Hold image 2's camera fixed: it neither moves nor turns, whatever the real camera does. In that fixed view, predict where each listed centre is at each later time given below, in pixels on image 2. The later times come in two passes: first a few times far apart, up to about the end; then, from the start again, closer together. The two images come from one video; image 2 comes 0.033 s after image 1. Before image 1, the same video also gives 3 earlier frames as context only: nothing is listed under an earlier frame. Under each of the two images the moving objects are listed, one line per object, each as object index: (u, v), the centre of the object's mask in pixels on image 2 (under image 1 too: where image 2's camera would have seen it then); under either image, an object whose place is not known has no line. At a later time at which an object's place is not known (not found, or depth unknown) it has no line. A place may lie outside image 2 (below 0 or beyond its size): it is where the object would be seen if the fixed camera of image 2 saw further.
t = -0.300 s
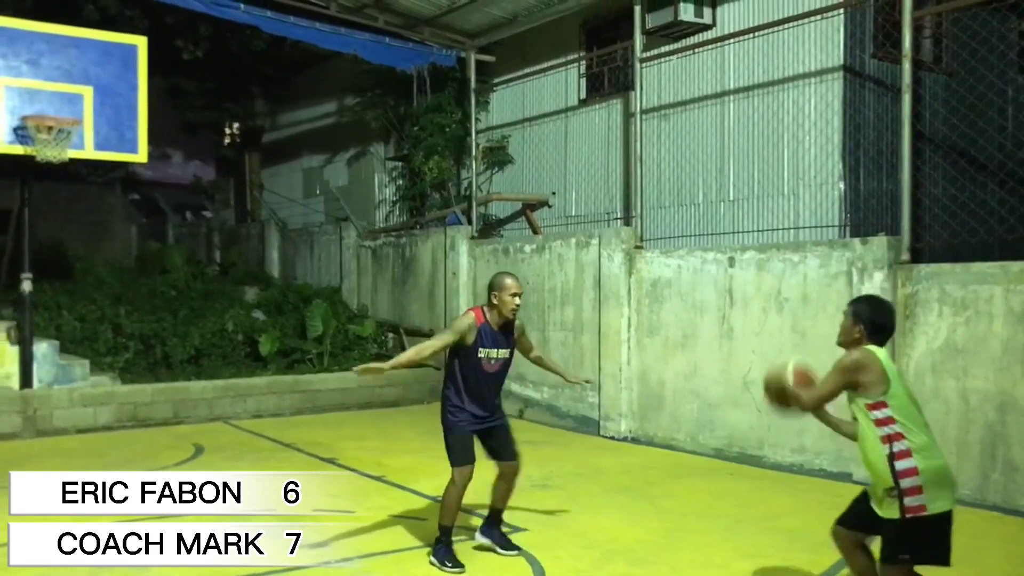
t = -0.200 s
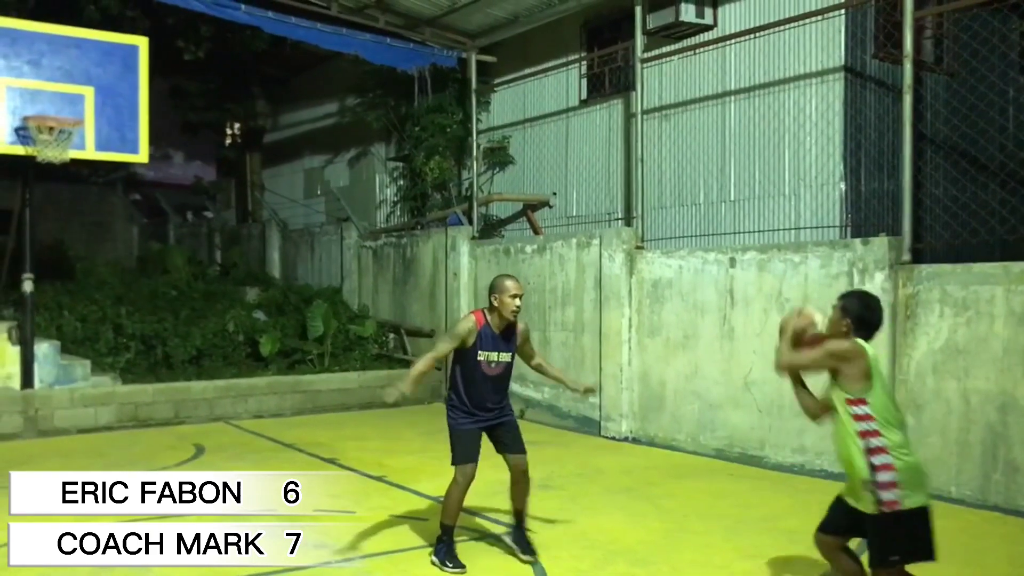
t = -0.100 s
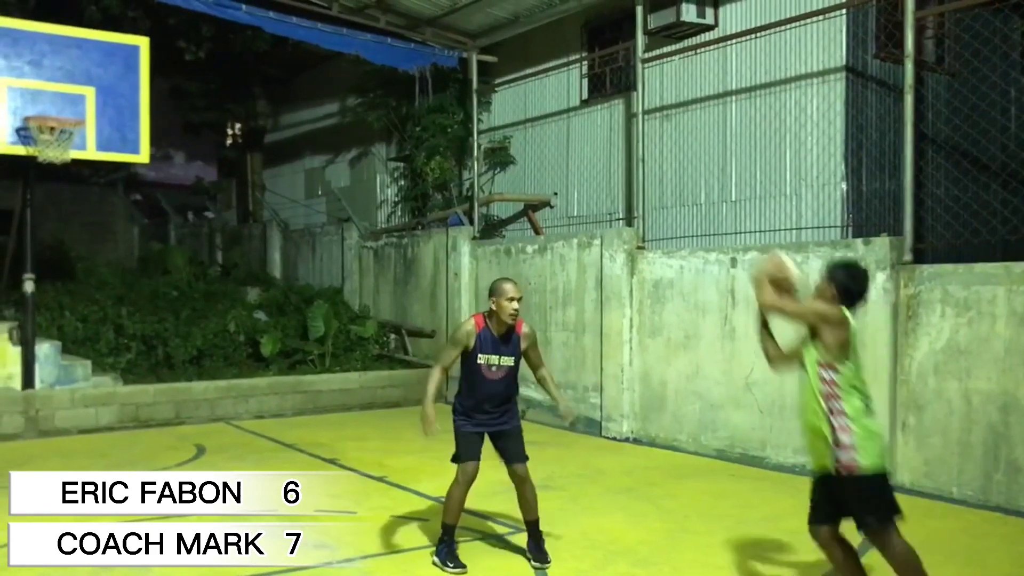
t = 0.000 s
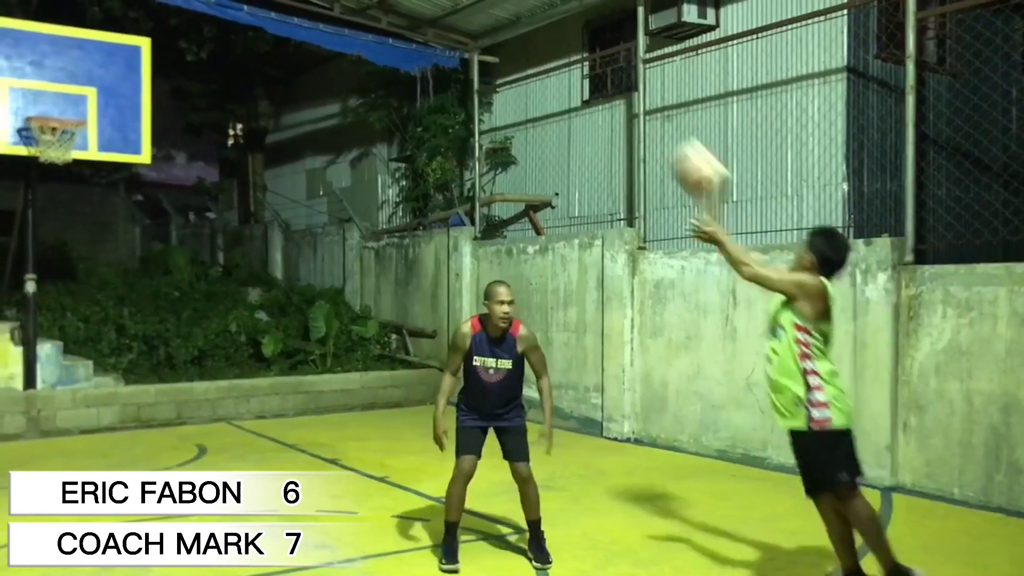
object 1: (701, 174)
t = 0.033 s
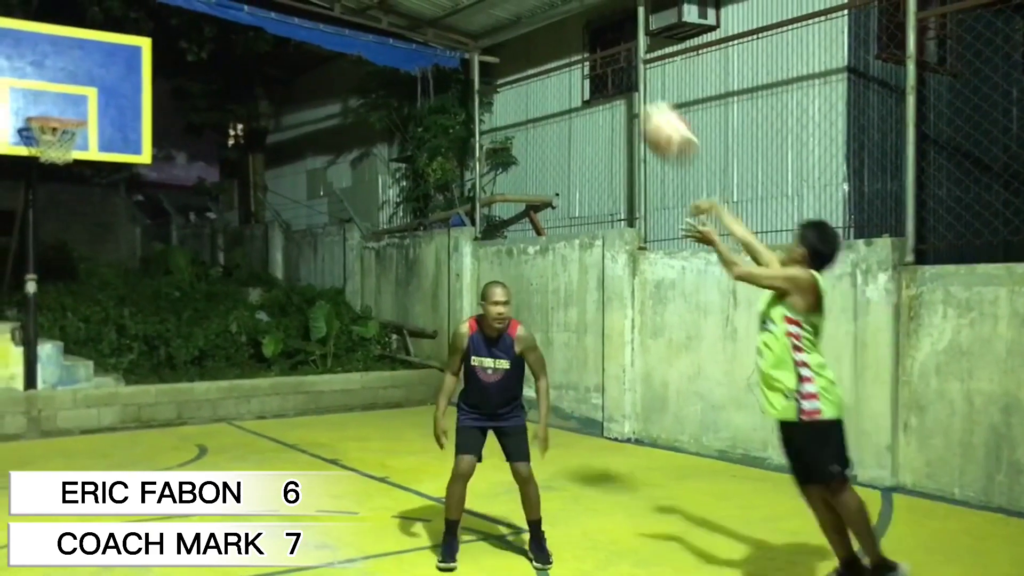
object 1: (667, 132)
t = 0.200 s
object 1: (531, 6)
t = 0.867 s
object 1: (167, -25)
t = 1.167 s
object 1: (69, 118)
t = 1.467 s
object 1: (49, 138)
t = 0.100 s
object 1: (607, 66)
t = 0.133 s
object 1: (578, 37)
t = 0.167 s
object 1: (552, 17)
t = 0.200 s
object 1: (531, 6)
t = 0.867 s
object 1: (167, -25)
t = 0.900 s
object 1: (156, -20)
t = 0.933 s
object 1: (144, -4)
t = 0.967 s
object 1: (132, 10)
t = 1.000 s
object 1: (121, 21)
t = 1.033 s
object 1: (111, 40)
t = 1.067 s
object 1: (100, 61)
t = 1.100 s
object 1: (89, 77)
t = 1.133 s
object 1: (78, 99)
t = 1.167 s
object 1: (69, 118)
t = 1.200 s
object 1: (61, 121)
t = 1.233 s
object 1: (41, 131)
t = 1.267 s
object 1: (30, 134)
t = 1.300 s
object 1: (30, 135)
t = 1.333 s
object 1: (30, 134)
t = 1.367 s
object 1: (40, 135)
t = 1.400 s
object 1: (45, 136)
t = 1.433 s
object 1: (41, 133)
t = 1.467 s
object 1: (49, 138)
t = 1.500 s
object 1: (58, 145)
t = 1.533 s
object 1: (61, 146)
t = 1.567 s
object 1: (61, 143)
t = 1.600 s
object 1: (66, 151)
